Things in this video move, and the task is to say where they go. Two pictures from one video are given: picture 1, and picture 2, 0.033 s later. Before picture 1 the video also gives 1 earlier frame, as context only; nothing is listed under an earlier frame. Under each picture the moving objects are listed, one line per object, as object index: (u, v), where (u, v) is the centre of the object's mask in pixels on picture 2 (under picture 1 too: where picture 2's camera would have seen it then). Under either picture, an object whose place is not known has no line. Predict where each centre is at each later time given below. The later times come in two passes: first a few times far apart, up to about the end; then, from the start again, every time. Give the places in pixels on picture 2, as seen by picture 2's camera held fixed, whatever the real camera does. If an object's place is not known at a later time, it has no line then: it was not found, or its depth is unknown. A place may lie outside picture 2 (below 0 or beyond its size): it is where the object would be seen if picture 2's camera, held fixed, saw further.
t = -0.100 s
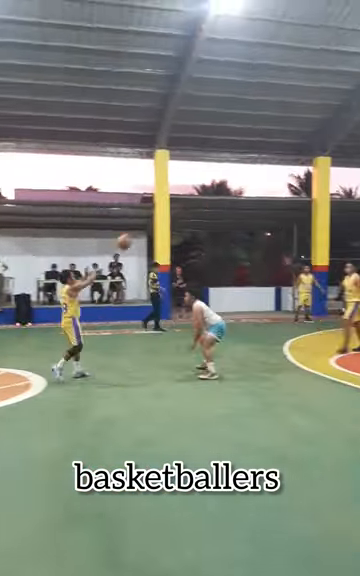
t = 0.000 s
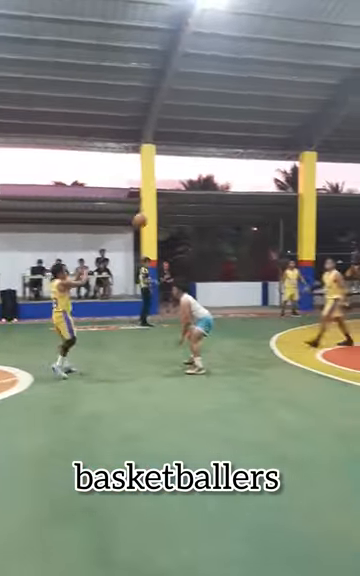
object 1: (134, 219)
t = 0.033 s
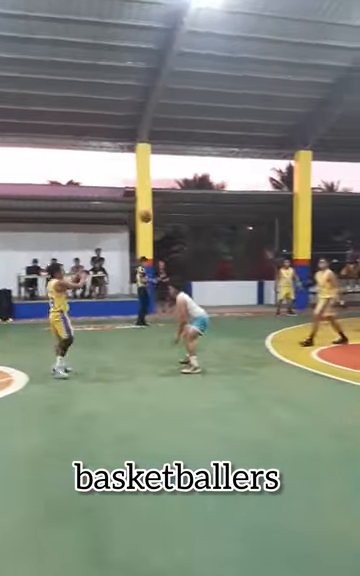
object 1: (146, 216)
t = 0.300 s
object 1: (212, 205)
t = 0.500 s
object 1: (256, 222)
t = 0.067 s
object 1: (155, 212)
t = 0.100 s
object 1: (163, 209)
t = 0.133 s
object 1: (172, 206)
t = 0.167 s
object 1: (180, 204)
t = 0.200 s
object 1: (189, 204)
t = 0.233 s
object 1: (197, 204)
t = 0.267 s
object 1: (205, 205)
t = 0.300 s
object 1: (212, 205)
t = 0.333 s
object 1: (220, 207)
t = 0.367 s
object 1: (228, 209)
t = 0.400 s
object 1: (235, 212)
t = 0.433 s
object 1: (242, 215)
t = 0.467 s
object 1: (249, 219)
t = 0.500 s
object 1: (256, 222)
